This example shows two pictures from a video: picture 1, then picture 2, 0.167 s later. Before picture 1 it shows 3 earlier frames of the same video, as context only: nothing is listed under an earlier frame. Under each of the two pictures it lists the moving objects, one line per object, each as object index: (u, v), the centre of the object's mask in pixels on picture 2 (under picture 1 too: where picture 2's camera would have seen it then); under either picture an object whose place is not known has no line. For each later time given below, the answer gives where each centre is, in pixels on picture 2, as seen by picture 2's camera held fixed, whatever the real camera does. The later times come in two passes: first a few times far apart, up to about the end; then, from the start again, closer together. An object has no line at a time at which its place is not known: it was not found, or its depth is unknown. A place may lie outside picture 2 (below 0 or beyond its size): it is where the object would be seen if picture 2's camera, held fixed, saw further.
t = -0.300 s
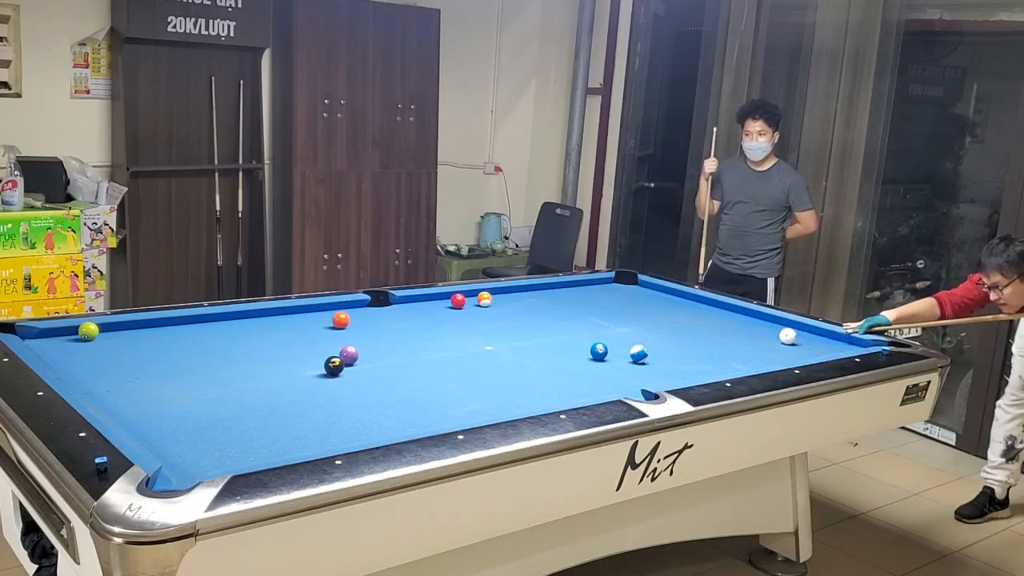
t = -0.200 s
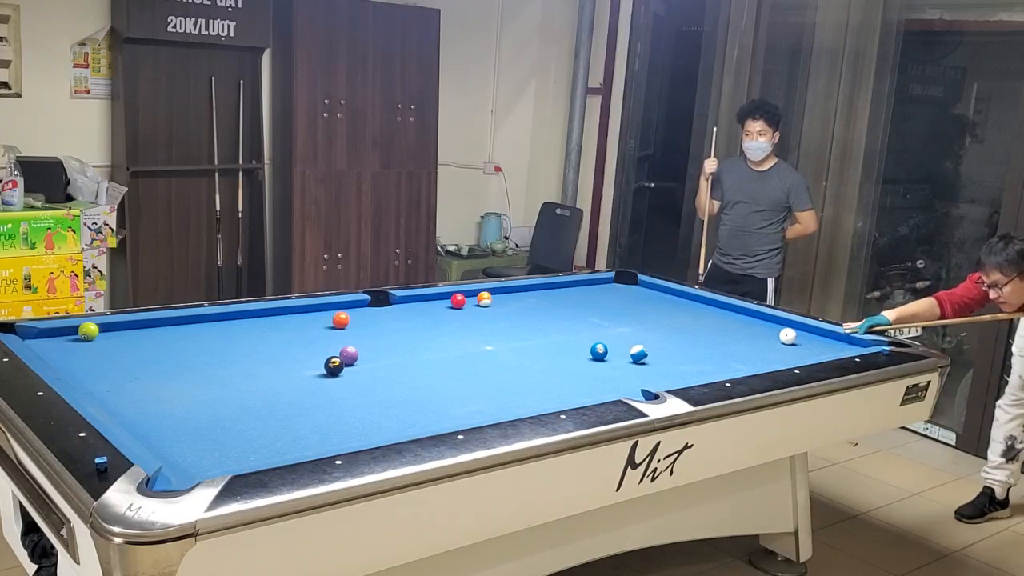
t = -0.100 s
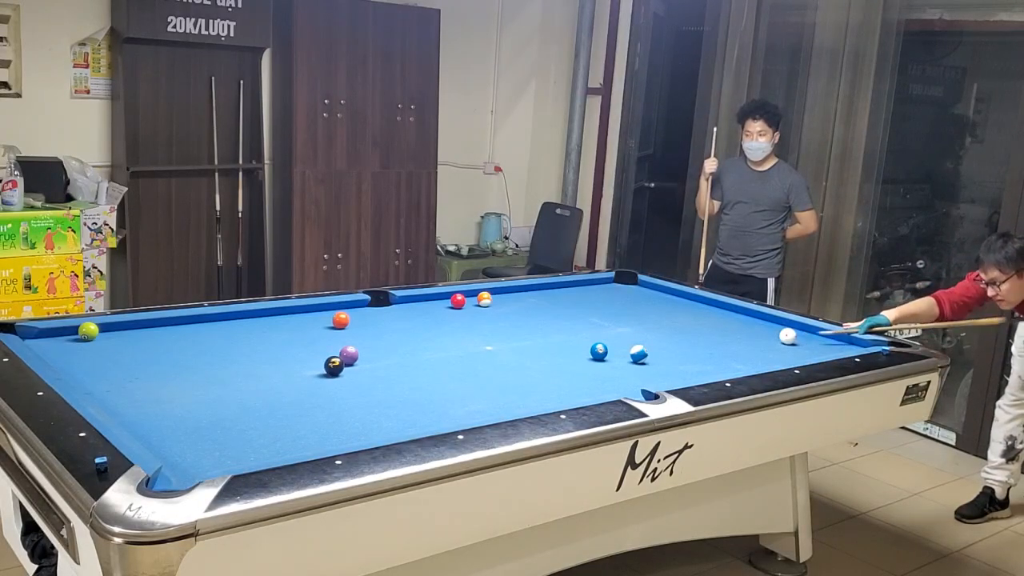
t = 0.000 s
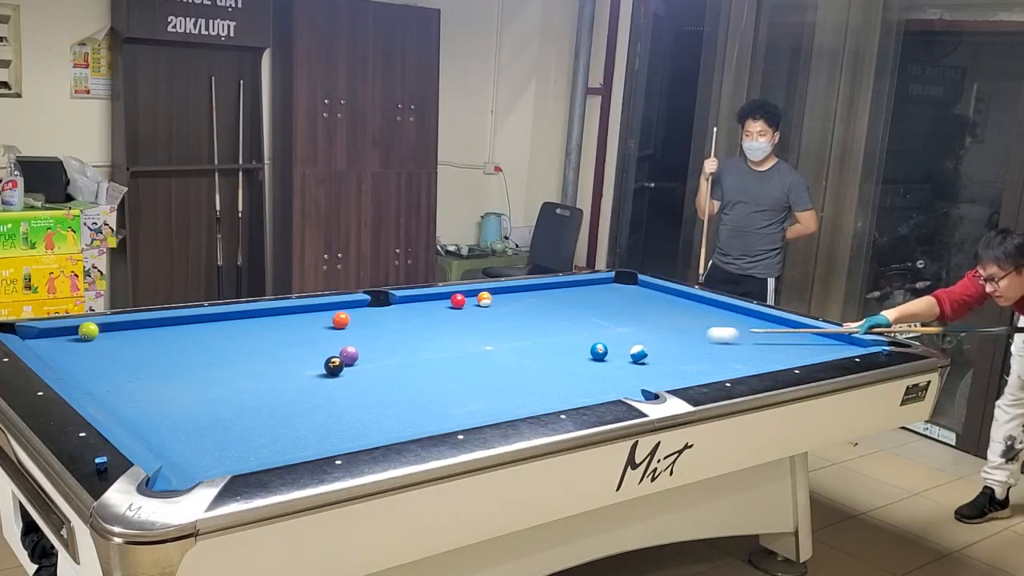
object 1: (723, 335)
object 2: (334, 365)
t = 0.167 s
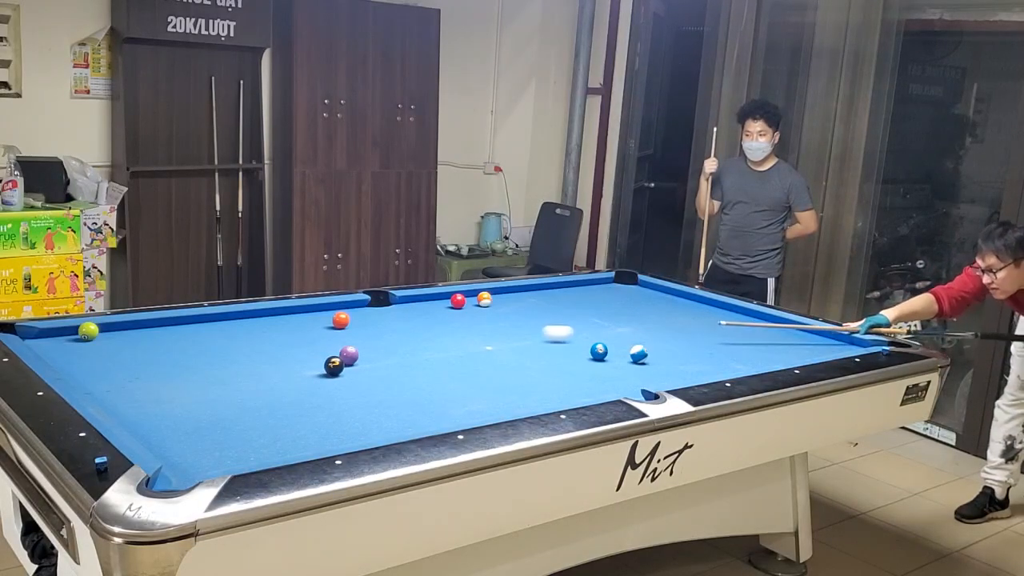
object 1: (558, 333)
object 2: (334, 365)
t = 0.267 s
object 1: (455, 333)
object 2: (334, 365)
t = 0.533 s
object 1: (148, 331)
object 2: (334, 366)
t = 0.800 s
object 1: (103, 331)
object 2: (334, 366)
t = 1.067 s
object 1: (149, 337)
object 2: (334, 365)
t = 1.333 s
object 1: (183, 343)
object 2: (334, 365)
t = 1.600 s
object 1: (216, 348)
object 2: (334, 365)
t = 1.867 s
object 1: (248, 353)
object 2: (334, 365)
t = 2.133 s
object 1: (279, 358)
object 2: (334, 365)
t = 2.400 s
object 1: (312, 363)
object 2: (334, 365)
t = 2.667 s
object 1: (317, 366)
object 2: (350, 367)
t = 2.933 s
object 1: (321, 368)
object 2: (365, 368)
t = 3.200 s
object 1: (324, 370)
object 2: (377, 369)
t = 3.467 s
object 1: (326, 371)
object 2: (387, 370)
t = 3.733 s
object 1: (327, 371)
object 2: (394, 370)
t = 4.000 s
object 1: (327, 371)
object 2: (400, 371)
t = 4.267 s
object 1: (327, 371)
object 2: (405, 371)
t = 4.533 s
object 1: (327, 371)
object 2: (407, 371)
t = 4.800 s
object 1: (327, 371)
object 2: (407, 371)
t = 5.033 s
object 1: (327, 371)
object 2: (407, 371)
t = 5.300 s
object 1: (327, 371)
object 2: (407, 371)
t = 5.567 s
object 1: (327, 371)
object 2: (407, 371)
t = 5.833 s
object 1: (327, 371)
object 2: (407, 371)
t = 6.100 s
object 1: (327, 371)
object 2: (406, 370)
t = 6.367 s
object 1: (327, 371)
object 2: (406, 370)
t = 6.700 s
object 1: (327, 370)
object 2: (407, 370)
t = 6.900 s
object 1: (327, 371)
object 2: (407, 370)
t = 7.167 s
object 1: (327, 371)
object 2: (407, 370)
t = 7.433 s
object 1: (327, 371)
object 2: (407, 370)
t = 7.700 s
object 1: (327, 371)
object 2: (407, 370)
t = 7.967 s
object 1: (327, 371)
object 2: (407, 370)
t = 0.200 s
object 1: (524, 333)
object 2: (334, 366)
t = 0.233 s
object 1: (489, 333)
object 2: (334, 366)
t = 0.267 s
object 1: (455, 333)
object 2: (334, 365)
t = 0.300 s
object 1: (419, 332)
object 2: (334, 365)
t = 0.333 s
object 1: (383, 332)
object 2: (334, 366)
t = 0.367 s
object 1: (347, 332)
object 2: (334, 366)
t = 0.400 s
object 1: (308, 332)
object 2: (334, 366)
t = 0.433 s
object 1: (268, 332)
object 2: (334, 366)
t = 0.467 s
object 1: (229, 331)
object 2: (334, 366)
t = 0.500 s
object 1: (189, 331)
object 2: (334, 366)
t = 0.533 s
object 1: (148, 331)
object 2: (334, 366)
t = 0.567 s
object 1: (110, 330)
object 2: (334, 366)
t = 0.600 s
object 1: (106, 330)
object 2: (334, 366)
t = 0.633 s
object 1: (104, 330)
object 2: (334, 366)
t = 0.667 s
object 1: (100, 329)
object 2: (334, 366)
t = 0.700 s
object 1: (94, 328)
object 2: (334, 366)
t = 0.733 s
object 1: (92, 329)
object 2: (334, 366)
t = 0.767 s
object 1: (93, 330)
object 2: (334, 366)
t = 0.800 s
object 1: (103, 331)
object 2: (334, 366)
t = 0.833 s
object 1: (112, 332)
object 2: (334, 366)
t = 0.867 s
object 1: (120, 333)
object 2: (334, 366)
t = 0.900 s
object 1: (126, 333)
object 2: (334, 365)
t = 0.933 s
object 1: (131, 334)
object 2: (334, 365)
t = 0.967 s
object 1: (136, 335)
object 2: (334, 365)
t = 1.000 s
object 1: (140, 336)
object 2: (334, 365)
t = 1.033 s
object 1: (144, 337)
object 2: (334, 365)
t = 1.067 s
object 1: (149, 337)
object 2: (334, 365)
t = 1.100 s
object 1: (154, 338)
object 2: (334, 365)
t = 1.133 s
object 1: (158, 339)
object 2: (334, 365)
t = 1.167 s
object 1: (162, 339)
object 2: (334, 365)
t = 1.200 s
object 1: (167, 340)
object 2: (334, 365)
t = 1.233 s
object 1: (170, 341)
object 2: (334, 365)
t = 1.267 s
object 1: (175, 341)
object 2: (334, 365)
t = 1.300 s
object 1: (179, 342)
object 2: (334, 365)
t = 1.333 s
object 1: (183, 343)
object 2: (334, 365)
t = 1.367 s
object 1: (187, 344)
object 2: (334, 365)
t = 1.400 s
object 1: (192, 344)
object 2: (334, 365)
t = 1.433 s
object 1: (196, 345)
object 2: (334, 365)
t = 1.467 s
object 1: (200, 345)
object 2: (334, 365)
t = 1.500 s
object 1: (204, 346)
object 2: (334, 365)
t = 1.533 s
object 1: (208, 347)
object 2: (334, 365)
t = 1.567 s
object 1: (212, 347)
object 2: (334, 365)
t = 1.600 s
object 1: (216, 348)
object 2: (334, 365)
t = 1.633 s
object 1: (221, 349)
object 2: (334, 365)
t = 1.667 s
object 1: (224, 349)
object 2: (334, 365)
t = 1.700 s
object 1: (229, 350)
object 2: (334, 365)
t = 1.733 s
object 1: (233, 350)
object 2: (334, 365)
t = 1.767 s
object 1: (236, 351)
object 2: (334, 365)
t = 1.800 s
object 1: (241, 352)
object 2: (334, 365)
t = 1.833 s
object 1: (244, 353)
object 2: (334, 365)
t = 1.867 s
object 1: (248, 353)
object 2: (334, 365)
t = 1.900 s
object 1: (253, 354)
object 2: (334, 365)
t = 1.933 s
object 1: (256, 354)
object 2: (334, 365)
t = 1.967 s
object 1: (260, 355)
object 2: (334, 365)
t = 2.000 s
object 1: (264, 356)
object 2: (334, 365)
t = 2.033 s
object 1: (268, 356)
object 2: (334, 365)
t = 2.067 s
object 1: (272, 357)
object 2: (334, 365)
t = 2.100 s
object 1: (275, 358)
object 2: (334, 365)
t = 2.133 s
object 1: (279, 358)
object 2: (334, 365)
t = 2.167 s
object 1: (283, 359)
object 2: (334, 365)
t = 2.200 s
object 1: (286, 360)
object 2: (334, 365)
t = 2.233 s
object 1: (290, 360)
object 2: (334, 365)
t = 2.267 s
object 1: (294, 361)
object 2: (334, 365)
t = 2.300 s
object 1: (297, 362)
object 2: (334, 365)
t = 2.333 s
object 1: (301, 362)
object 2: (334, 365)
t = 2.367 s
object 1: (304, 362)
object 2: (334, 365)
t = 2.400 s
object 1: (312, 363)
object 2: (334, 365)
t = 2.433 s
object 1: (314, 364)
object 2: (335, 366)
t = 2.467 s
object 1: (314, 364)
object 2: (337, 366)
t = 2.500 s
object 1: (315, 365)
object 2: (339, 366)
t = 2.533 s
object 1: (315, 365)
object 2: (342, 366)
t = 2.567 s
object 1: (316, 366)
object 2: (344, 367)
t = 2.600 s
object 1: (316, 366)
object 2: (346, 367)
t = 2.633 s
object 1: (317, 366)
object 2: (348, 367)
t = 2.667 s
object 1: (317, 366)
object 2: (350, 367)
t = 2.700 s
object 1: (318, 367)
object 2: (352, 367)
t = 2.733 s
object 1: (318, 367)
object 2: (354, 367)
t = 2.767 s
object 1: (319, 367)
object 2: (356, 367)
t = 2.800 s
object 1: (319, 368)
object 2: (358, 367)
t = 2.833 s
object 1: (320, 368)
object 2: (359, 367)
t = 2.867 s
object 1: (320, 368)
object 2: (361, 368)
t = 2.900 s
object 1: (321, 369)
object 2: (363, 368)
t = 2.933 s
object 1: (321, 368)
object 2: (365, 368)
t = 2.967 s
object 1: (322, 368)
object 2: (366, 368)
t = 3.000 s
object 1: (322, 369)
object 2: (368, 368)
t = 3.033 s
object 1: (322, 369)
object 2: (369, 368)
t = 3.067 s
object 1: (323, 369)
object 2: (371, 368)
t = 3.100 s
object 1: (323, 369)
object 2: (372, 368)
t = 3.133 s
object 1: (323, 369)
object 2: (374, 369)
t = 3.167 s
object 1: (324, 370)
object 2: (375, 369)
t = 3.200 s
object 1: (324, 370)
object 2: (377, 369)
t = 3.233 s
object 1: (324, 370)
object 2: (378, 369)
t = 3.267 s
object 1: (324, 370)
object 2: (379, 369)
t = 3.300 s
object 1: (324, 370)
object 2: (381, 369)
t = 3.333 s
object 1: (325, 370)
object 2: (382, 369)
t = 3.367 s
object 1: (325, 370)
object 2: (383, 369)
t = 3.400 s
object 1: (325, 371)
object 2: (384, 369)
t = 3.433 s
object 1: (325, 371)
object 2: (385, 369)
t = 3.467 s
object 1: (326, 371)
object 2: (387, 370)
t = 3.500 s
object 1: (326, 371)
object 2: (388, 370)
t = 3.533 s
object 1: (326, 371)
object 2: (389, 370)
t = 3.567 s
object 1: (326, 371)
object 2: (390, 370)
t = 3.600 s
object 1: (327, 371)
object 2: (391, 370)
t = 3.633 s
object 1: (327, 371)
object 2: (392, 370)
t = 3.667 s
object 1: (327, 371)
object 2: (392, 370)
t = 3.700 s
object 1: (327, 371)
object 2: (393, 370)
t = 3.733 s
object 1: (327, 371)
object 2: (394, 370)
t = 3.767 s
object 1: (327, 371)
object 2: (395, 370)
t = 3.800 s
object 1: (327, 371)
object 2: (396, 370)
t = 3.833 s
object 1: (327, 371)
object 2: (397, 370)
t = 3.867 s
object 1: (327, 371)
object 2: (397, 370)
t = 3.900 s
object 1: (327, 371)
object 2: (398, 370)
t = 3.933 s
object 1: (327, 371)
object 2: (399, 371)
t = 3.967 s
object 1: (327, 371)
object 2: (399, 371)
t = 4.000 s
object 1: (327, 371)
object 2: (400, 371)
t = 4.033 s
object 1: (327, 371)
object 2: (401, 371)
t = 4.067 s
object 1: (327, 371)
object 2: (402, 371)
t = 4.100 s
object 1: (327, 371)
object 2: (402, 371)
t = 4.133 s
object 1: (327, 371)
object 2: (403, 371)
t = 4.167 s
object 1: (327, 371)
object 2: (403, 371)
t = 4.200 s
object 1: (327, 371)
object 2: (404, 371)
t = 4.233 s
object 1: (327, 370)
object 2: (404, 371)
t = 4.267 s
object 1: (327, 371)
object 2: (405, 371)
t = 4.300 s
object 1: (327, 371)
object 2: (405, 371)
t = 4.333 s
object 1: (327, 371)
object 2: (406, 371)
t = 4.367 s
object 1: (327, 371)
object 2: (406, 371)
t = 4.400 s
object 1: (327, 371)
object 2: (406, 371)
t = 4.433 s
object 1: (327, 371)
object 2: (406, 371)
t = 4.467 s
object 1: (327, 371)
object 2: (407, 371)
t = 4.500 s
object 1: (327, 371)
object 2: (407, 371)
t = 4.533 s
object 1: (327, 371)
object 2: (407, 371)
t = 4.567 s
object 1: (327, 371)
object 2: (407, 371)
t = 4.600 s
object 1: (327, 371)
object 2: (407, 371)
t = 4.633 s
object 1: (327, 371)
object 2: (407, 371)
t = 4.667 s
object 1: (327, 371)
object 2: (407, 370)
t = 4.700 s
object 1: (327, 371)
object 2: (407, 371)
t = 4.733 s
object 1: (327, 371)
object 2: (407, 371)
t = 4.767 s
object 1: (327, 371)
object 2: (407, 371)
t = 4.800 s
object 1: (327, 371)
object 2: (407, 371)
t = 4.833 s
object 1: (327, 371)
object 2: (407, 371)
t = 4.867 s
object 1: (327, 371)
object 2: (406, 370)
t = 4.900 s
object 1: (327, 371)
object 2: (407, 371)
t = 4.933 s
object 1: (327, 371)
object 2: (406, 370)
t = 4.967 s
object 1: (327, 371)
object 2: (406, 370)
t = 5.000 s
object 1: (327, 371)
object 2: (406, 370)
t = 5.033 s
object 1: (327, 371)
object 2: (407, 371)
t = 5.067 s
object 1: (327, 371)
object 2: (406, 370)
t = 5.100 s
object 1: (327, 371)
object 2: (406, 370)
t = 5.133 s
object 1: (327, 371)
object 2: (407, 371)
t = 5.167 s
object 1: (327, 371)
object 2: (407, 371)
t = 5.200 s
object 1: (327, 371)
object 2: (407, 371)
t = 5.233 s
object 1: (327, 371)
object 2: (406, 370)
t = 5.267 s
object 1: (327, 371)
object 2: (407, 371)
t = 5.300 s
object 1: (327, 371)
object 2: (407, 371)
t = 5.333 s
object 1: (327, 371)
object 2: (406, 370)
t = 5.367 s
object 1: (327, 371)
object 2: (406, 370)
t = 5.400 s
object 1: (327, 371)
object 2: (406, 371)
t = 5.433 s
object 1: (327, 371)
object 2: (407, 371)
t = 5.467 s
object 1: (327, 371)
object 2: (406, 370)
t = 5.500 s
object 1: (327, 371)
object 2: (407, 371)
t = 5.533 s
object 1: (327, 371)
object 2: (407, 371)
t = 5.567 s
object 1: (327, 371)
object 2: (407, 371)
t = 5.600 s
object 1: (327, 371)
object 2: (407, 371)
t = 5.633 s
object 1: (327, 371)
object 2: (406, 370)
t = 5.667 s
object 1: (327, 371)
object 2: (407, 371)
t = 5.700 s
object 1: (327, 371)
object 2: (406, 371)
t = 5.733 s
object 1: (327, 371)
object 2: (406, 370)
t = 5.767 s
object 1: (327, 371)
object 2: (406, 370)
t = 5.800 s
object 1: (327, 371)
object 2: (406, 370)
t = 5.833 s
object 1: (327, 371)
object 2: (407, 371)
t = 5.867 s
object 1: (327, 371)
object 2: (407, 371)
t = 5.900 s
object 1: (327, 371)
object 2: (407, 371)
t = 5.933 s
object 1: (327, 371)
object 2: (407, 371)
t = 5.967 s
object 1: (327, 371)
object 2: (407, 371)
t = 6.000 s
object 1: (327, 371)
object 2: (406, 371)
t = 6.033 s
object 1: (327, 371)
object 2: (406, 371)
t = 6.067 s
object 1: (327, 371)
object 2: (406, 370)
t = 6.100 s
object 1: (327, 371)
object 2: (406, 370)
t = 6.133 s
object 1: (327, 371)
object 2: (406, 370)
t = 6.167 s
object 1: (327, 371)
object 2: (407, 371)
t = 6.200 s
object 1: (327, 371)
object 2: (407, 371)
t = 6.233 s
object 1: (327, 371)
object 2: (407, 371)
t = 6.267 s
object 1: (327, 371)
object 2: (407, 371)
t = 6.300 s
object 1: (327, 371)
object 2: (407, 371)
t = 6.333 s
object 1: (327, 371)
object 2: (407, 371)
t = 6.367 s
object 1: (327, 371)
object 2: (406, 370)
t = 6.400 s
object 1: (327, 371)
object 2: (406, 370)
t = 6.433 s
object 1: (327, 371)
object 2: (406, 370)
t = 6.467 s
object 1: (327, 371)
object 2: (406, 370)
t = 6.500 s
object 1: (327, 371)
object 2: (406, 371)
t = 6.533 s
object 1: (327, 371)
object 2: (407, 371)
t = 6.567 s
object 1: (327, 371)
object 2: (407, 371)
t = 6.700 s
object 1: (327, 370)
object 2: (407, 370)
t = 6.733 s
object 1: (327, 371)
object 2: (407, 370)
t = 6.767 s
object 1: (327, 371)
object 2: (407, 370)
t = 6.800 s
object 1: (327, 370)
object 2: (407, 370)
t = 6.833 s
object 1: (327, 370)
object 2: (407, 370)
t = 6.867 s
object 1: (327, 371)
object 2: (407, 370)
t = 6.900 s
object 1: (327, 371)
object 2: (407, 370)
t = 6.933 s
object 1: (327, 370)
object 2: (407, 370)
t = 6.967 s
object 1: (327, 370)
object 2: (407, 370)
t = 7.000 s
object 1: (327, 371)
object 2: (407, 370)
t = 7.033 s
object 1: (327, 371)
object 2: (407, 370)
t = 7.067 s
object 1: (327, 371)
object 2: (407, 370)
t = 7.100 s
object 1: (327, 371)
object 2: (407, 370)
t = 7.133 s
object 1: (327, 371)
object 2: (407, 370)
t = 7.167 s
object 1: (327, 371)
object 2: (407, 370)
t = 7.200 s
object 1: (327, 371)
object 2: (407, 370)
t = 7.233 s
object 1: (327, 371)
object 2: (407, 370)
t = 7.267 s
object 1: (327, 371)
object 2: (407, 370)
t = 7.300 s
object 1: (327, 371)
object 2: (407, 370)
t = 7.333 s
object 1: (327, 371)
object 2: (407, 370)
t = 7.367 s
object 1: (327, 371)
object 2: (407, 370)
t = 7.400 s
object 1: (327, 371)
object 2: (407, 370)
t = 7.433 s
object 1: (327, 371)
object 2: (407, 370)
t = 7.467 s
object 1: (327, 371)
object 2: (407, 370)
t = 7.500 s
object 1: (327, 371)
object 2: (407, 370)
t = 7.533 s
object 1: (327, 371)
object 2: (407, 370)
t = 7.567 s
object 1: (327, 371)
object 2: (407, 370)
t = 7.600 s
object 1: (327, 371)
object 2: (407, 370)
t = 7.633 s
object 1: (327, 371)
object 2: (407, 370)
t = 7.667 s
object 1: (327, 371)
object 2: (407, 370)
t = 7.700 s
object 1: (327, 371)
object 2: (407, 370)
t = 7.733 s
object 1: (327, 371)
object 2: (407, 370)
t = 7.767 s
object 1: (327, 371)
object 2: (407, 370)
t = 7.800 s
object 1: (327, 371)
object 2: (407, 370)
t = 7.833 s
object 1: (327, 371)
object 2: (407, 370)
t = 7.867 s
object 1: (327, 371)
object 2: (407, 370)
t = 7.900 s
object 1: (327, 371)
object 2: (407, 370)
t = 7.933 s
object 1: (327, 371)
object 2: (407, 370)
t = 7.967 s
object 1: (327, 371)
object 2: (407, 370)
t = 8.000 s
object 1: (327, 371)
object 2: (406, 370)
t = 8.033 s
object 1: (327, 371)
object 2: (406, 370)
